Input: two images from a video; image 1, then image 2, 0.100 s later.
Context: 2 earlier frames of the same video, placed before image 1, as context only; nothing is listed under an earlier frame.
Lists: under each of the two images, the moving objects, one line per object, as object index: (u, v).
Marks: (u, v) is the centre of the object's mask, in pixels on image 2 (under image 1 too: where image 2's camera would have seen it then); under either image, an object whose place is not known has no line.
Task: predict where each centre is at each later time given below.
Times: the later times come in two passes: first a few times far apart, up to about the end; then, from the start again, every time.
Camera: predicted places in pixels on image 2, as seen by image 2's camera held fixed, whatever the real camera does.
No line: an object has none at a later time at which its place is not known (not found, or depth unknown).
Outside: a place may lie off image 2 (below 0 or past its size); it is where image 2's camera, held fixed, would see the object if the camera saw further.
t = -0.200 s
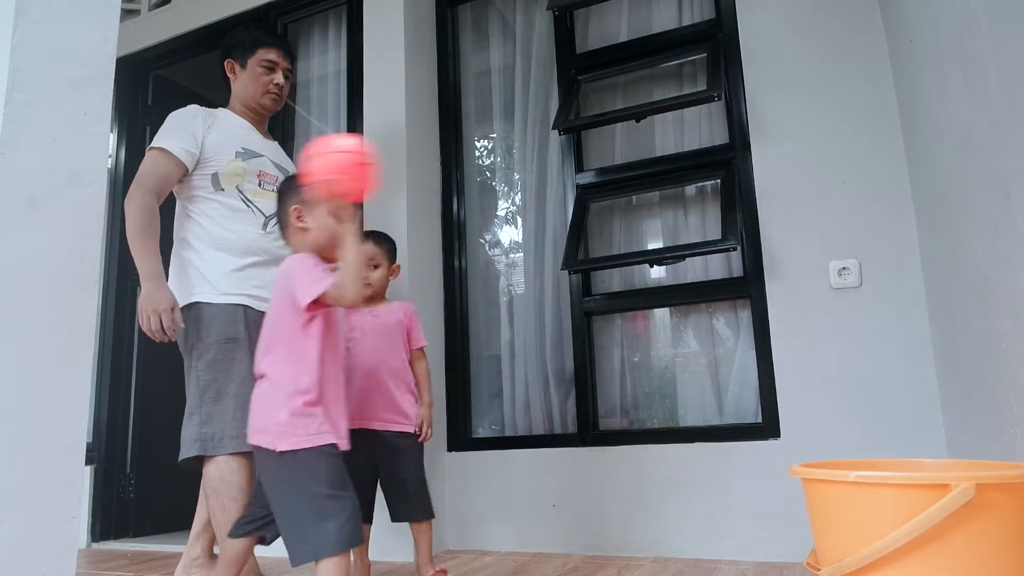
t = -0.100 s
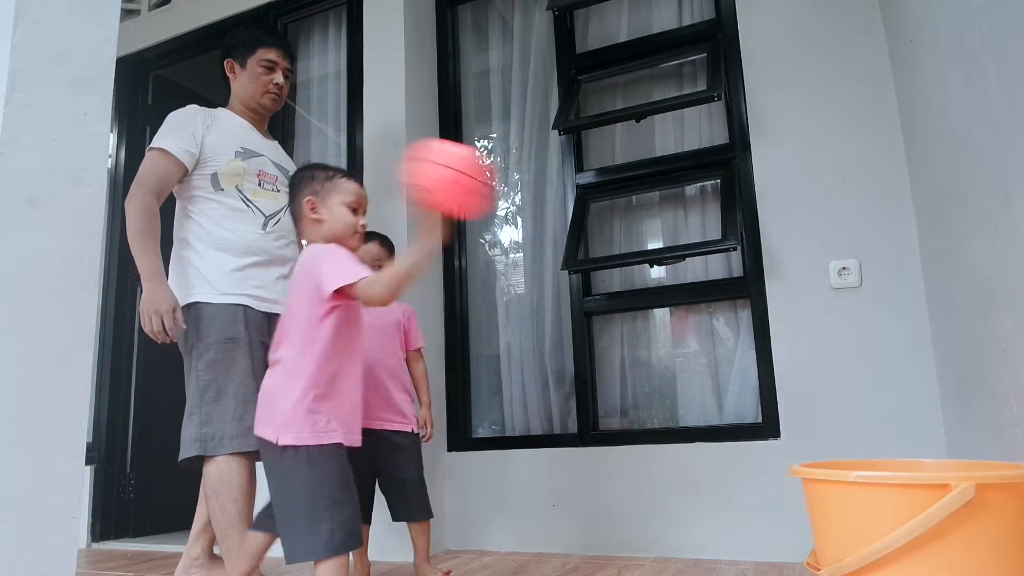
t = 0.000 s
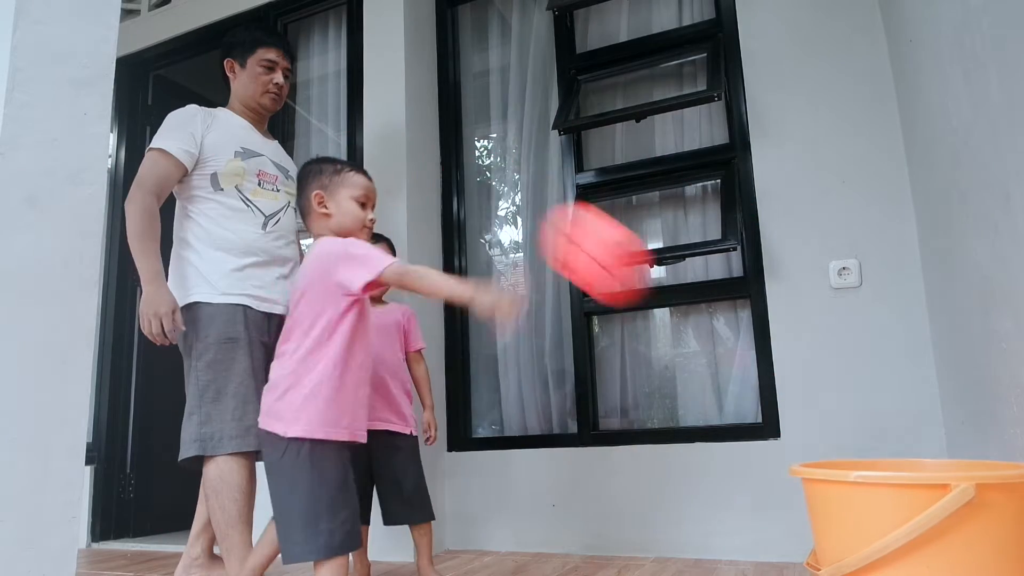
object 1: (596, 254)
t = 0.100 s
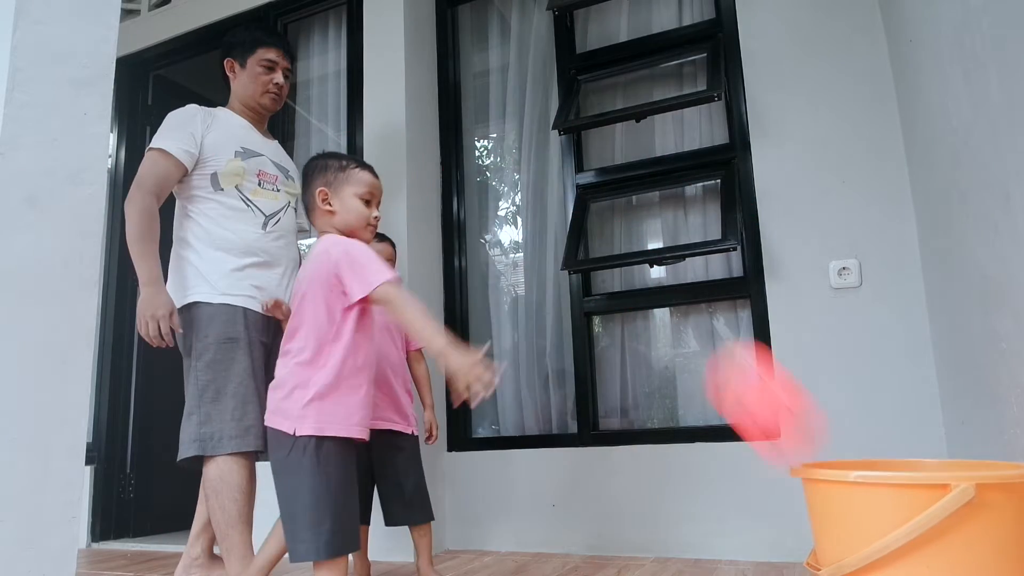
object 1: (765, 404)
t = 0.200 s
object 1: (780, 340)
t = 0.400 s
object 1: (741, 223)
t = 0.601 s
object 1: (707, 389)
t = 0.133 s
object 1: (797, 422)
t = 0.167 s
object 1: (788, 379)
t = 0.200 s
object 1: (780, 340)
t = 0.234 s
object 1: (773, 305)
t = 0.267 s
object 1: (765, 275)
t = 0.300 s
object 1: (759, 253)
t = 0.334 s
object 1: (753, 236)
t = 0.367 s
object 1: (747, 226)
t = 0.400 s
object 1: (741, 223)
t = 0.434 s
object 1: (734, 228)
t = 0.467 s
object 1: (727, 241)
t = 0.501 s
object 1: (721, 260)
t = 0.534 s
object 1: (716, 290)
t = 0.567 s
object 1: (711, 336)
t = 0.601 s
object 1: (707, 389)
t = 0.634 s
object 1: (701, 465)
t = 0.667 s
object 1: (696, 524)
